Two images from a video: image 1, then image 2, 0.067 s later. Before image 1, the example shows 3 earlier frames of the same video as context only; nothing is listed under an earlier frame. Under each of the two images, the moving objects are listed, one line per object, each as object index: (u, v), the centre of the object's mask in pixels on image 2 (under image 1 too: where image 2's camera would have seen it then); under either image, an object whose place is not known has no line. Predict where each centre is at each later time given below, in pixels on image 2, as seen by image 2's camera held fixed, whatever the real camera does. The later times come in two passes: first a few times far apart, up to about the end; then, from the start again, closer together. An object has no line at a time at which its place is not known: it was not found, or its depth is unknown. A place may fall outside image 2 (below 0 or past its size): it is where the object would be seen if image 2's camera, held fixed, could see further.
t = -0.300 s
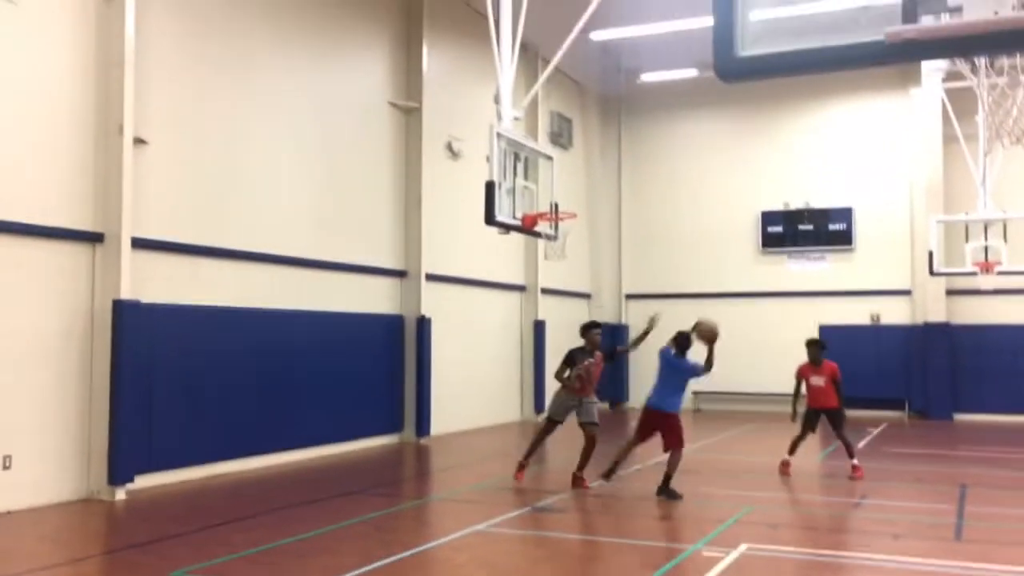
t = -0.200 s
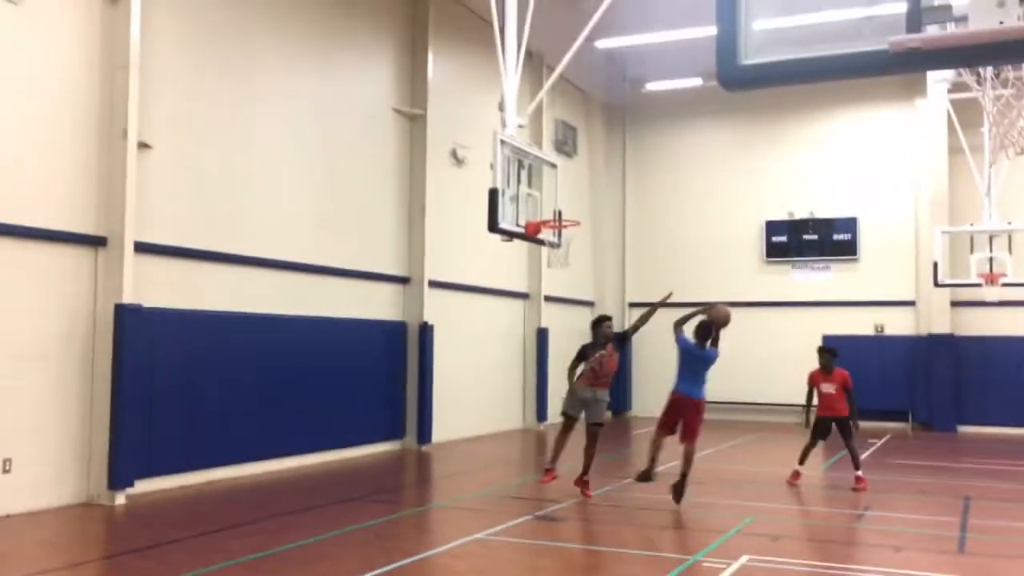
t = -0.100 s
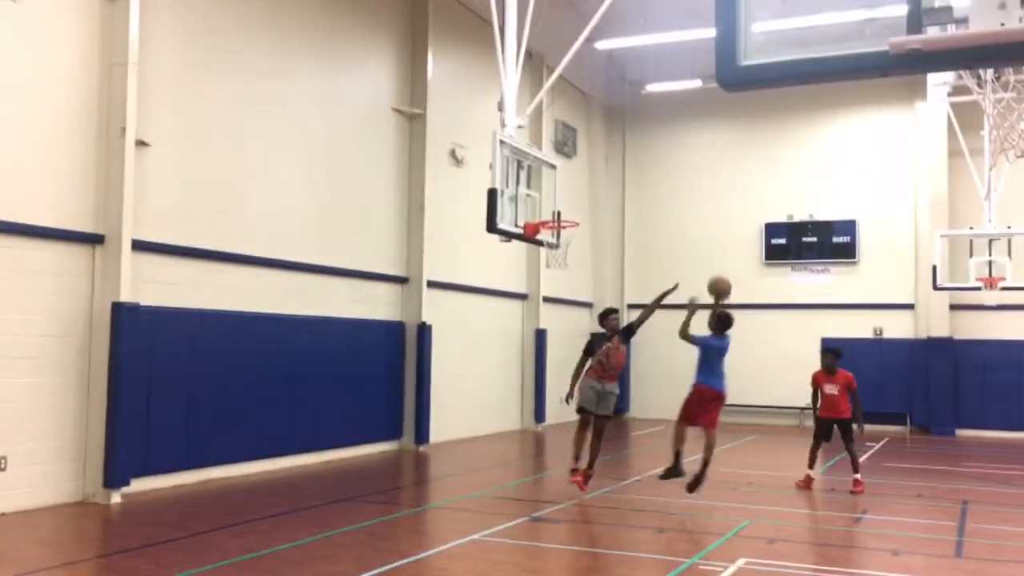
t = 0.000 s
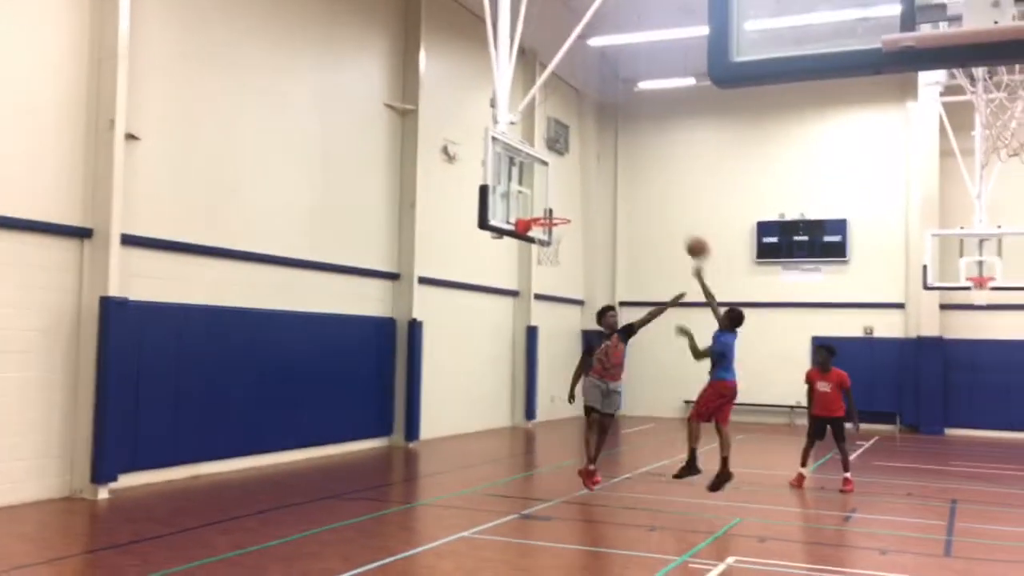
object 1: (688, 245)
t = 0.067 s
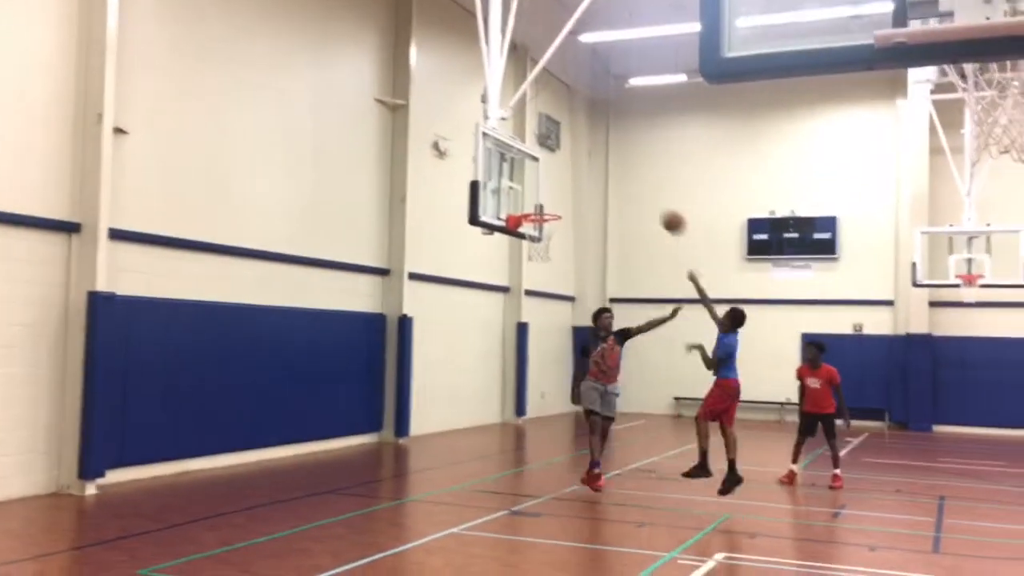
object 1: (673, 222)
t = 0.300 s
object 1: (624, 177)
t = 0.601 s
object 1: (563, 192)
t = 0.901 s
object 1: (544, 232)
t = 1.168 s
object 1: (538, 327)
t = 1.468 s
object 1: (527, 483)
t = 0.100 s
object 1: (666, 213)
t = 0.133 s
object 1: (659, 204)
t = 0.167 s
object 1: (651, 197)
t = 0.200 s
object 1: (645, 190)
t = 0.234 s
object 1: (638, 185)
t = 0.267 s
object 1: (630, 181)
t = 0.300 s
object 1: (624, 177)
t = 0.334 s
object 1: (618, 175)
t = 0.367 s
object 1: (610, 173)
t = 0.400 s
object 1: (604, 173)
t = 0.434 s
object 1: (597, 174)
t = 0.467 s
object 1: (590, 176)
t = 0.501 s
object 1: (584, 179)
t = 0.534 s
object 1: (577, 182)
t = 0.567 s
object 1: (570, 187)
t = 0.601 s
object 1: (563, 192)
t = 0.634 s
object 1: (557, 198)
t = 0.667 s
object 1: (550, 206)
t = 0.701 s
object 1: (548, 209)
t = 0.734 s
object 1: (547, 210)
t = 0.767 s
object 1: (546, 213)
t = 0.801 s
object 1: (547, 216)
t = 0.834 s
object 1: (546, 221)
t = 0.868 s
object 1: (545, 227)
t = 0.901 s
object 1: (544, 232)
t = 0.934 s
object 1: (544, 241)
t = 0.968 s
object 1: (543, 249)
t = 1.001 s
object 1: (542, 259)
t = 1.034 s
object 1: (542, 270)
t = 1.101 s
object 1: (541, 296)
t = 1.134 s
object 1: (540, 311)
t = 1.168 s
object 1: (538, 327)
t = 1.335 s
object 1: (528, 433)
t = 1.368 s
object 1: (529, 457)
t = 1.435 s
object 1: (525, 504)
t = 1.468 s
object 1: (527, 483)
